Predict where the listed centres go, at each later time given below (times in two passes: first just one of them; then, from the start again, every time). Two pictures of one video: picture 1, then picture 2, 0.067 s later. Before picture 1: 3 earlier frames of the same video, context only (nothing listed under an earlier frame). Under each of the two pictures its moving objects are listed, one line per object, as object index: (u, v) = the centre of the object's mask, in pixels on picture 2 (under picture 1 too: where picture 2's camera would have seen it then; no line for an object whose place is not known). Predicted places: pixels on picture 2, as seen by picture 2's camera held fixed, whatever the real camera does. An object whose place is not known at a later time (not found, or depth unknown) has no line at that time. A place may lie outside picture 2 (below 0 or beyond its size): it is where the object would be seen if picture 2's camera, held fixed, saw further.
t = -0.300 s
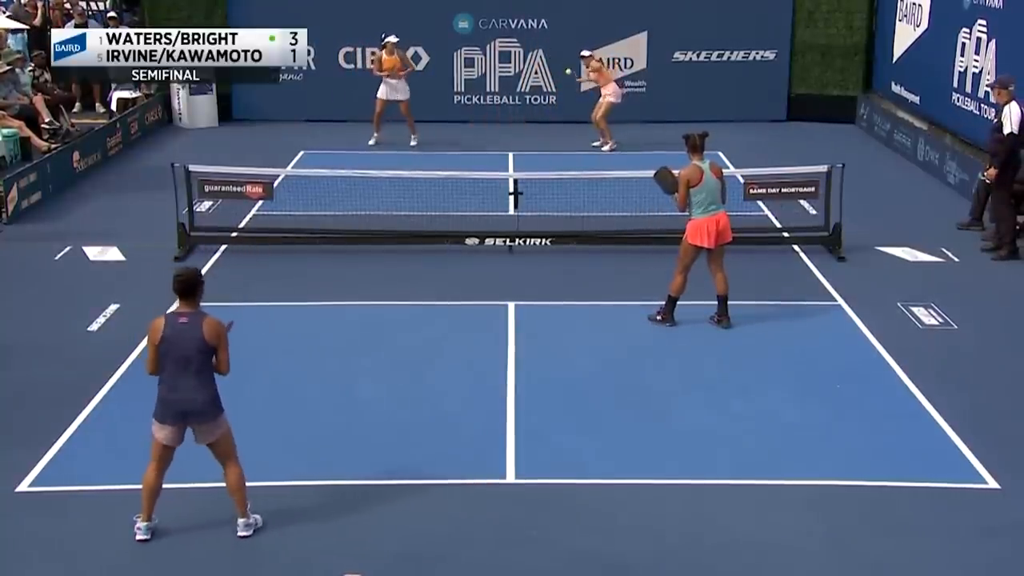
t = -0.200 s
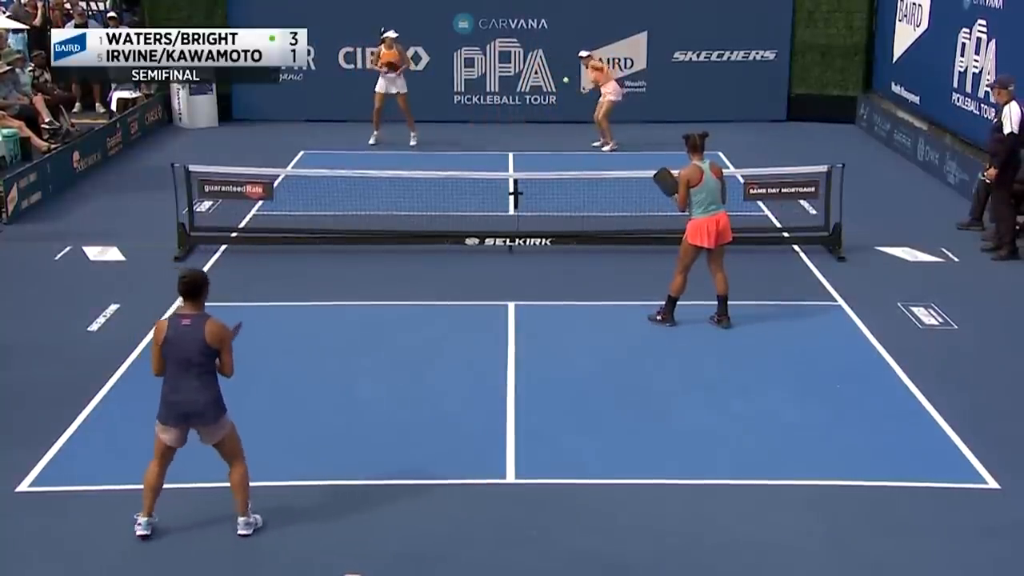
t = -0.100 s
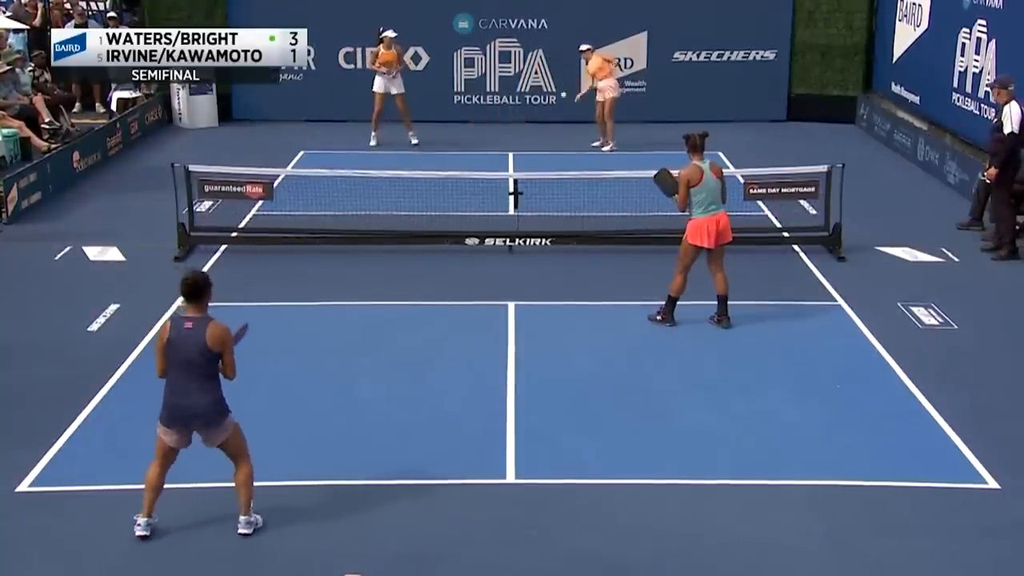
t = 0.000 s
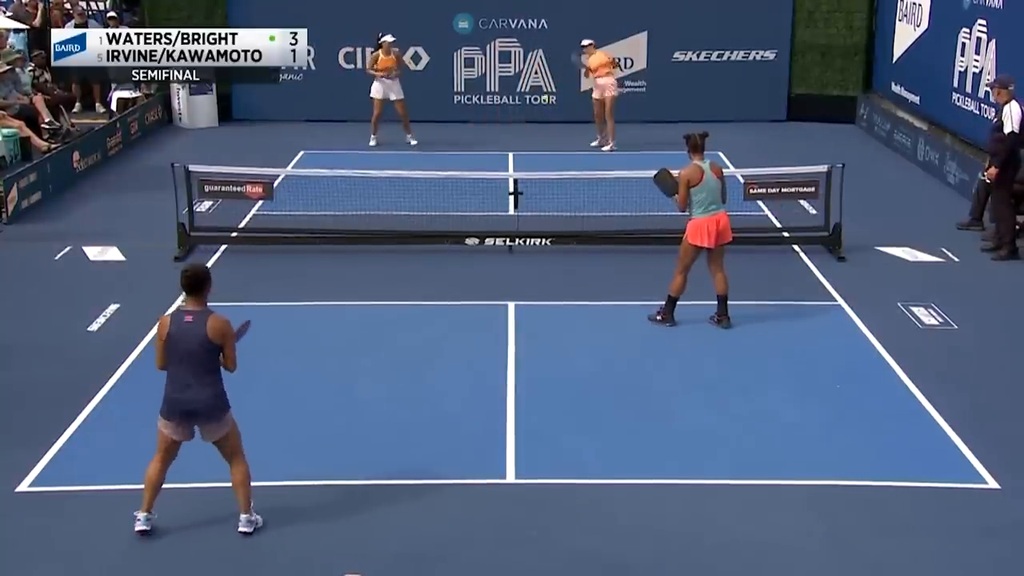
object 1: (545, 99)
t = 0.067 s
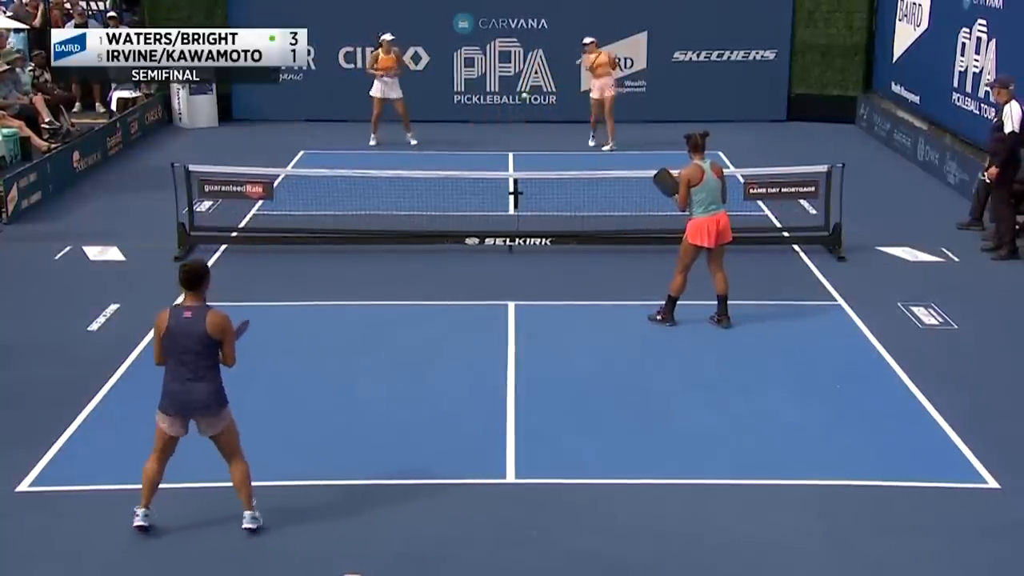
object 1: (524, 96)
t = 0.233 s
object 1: (464, 113)
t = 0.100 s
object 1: (513, 98)
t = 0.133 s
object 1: (502, 99)
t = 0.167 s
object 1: (490, 100)
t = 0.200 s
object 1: (477, 107)
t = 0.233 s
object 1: (464, 113)
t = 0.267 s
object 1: (451, 122)
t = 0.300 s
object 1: (437, 132)
